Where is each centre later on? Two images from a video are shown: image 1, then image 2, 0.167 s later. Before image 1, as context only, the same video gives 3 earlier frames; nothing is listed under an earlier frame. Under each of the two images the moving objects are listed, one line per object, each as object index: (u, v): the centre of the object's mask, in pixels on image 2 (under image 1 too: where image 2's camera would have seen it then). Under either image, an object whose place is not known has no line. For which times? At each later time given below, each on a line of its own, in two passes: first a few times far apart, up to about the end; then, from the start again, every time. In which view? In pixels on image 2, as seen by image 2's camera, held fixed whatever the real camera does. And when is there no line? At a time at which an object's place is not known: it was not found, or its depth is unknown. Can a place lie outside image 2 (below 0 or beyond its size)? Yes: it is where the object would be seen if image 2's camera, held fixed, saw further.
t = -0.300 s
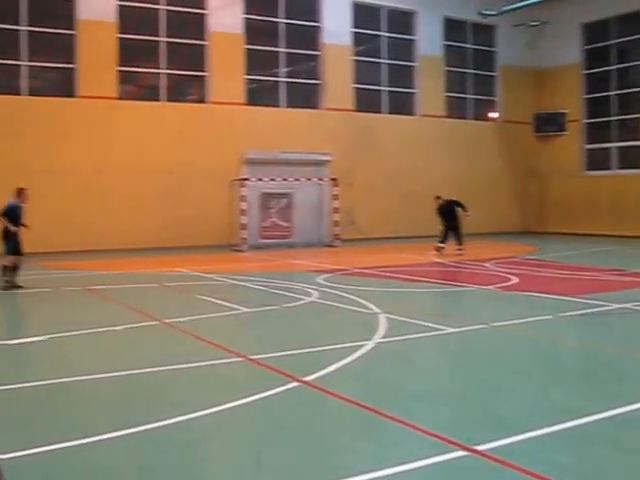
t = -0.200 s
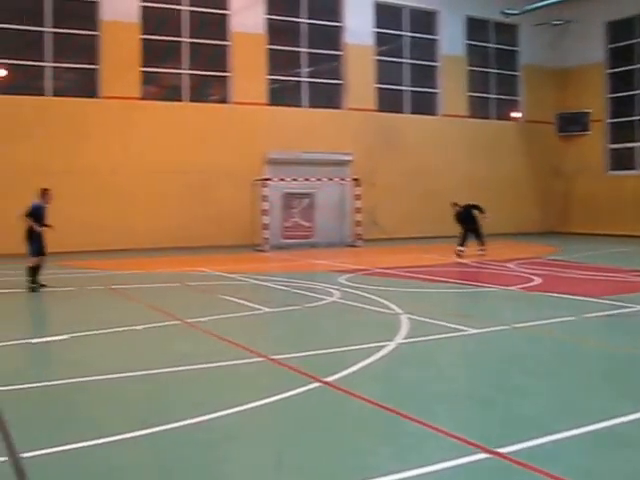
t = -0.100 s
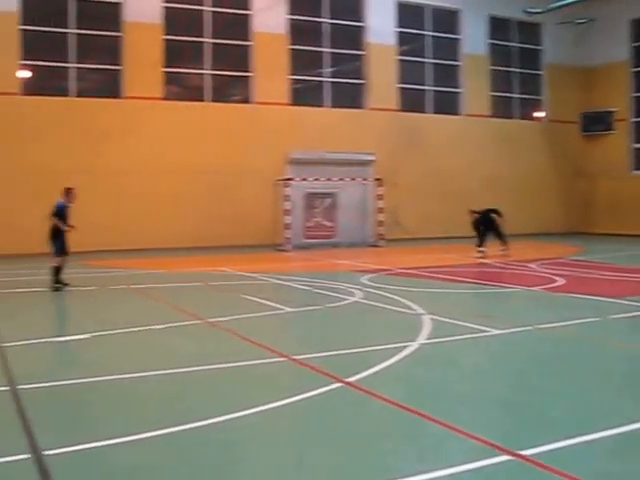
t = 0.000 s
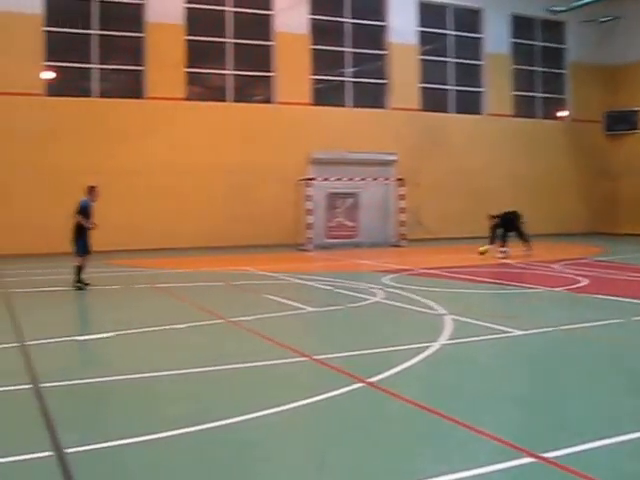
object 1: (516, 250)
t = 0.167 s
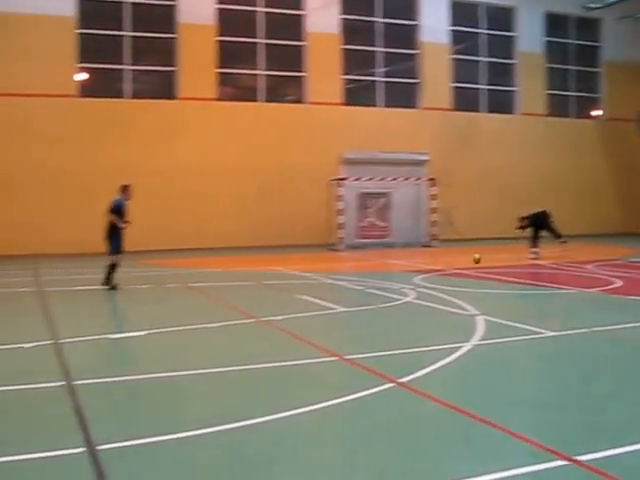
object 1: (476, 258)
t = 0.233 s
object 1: (463, 258)
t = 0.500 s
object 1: (405, 265)
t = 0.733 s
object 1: (354, 269)
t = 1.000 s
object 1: (293, 276)
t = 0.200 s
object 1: (470, 259)
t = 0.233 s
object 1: (463, 258)
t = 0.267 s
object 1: (455, 259)
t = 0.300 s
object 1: (448, 260)
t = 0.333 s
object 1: (441, 262)
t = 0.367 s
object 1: (433, 262)
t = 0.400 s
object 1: (426, 263)
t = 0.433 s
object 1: (419, 263)
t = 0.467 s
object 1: (412, 264)
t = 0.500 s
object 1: (405, 265)
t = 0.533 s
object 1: (398, 266)
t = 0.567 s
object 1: (390, 266)
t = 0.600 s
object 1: (383, 266)
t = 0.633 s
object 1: (376, 268)
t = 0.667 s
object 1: (369, 268)
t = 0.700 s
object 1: (362, 268)
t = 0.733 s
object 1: (354, 269)
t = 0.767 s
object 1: (348, 269)
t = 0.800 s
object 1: (340, 271)
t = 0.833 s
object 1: (331, 272)
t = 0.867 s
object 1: (325, 272)
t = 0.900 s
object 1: (316, 273)
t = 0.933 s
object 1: (309, 275)
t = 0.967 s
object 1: (301, 276)
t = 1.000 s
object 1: (293, 276)
